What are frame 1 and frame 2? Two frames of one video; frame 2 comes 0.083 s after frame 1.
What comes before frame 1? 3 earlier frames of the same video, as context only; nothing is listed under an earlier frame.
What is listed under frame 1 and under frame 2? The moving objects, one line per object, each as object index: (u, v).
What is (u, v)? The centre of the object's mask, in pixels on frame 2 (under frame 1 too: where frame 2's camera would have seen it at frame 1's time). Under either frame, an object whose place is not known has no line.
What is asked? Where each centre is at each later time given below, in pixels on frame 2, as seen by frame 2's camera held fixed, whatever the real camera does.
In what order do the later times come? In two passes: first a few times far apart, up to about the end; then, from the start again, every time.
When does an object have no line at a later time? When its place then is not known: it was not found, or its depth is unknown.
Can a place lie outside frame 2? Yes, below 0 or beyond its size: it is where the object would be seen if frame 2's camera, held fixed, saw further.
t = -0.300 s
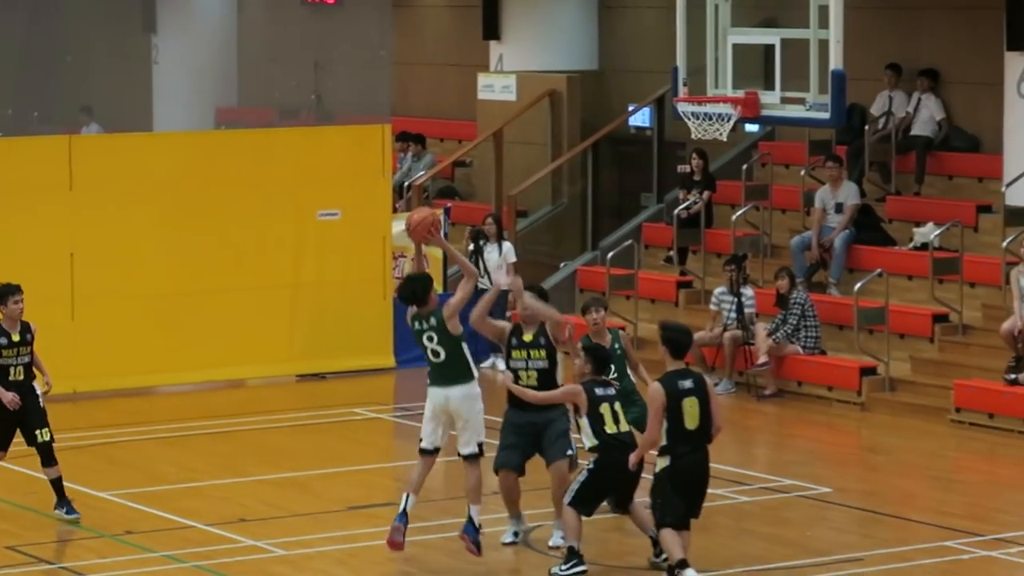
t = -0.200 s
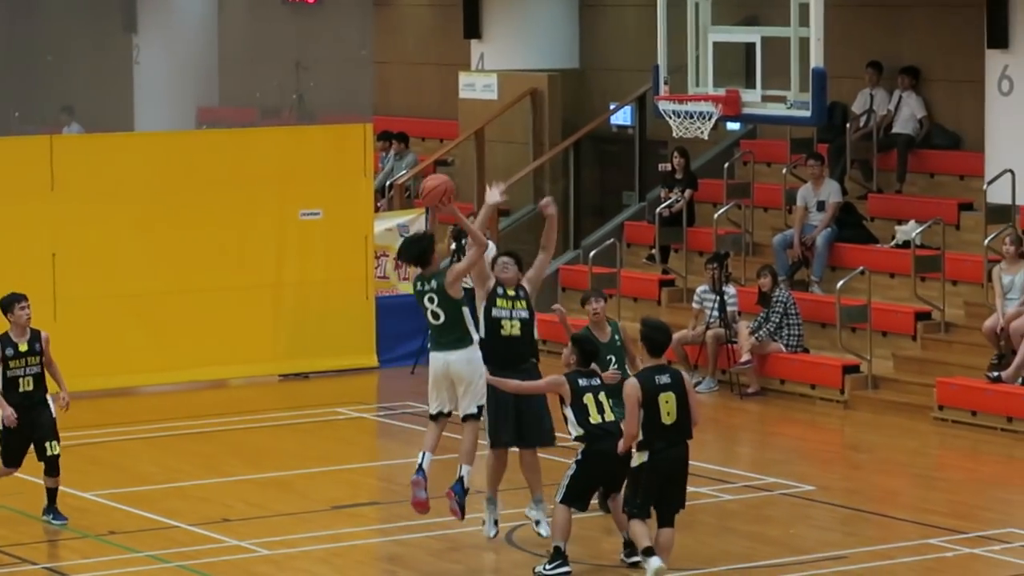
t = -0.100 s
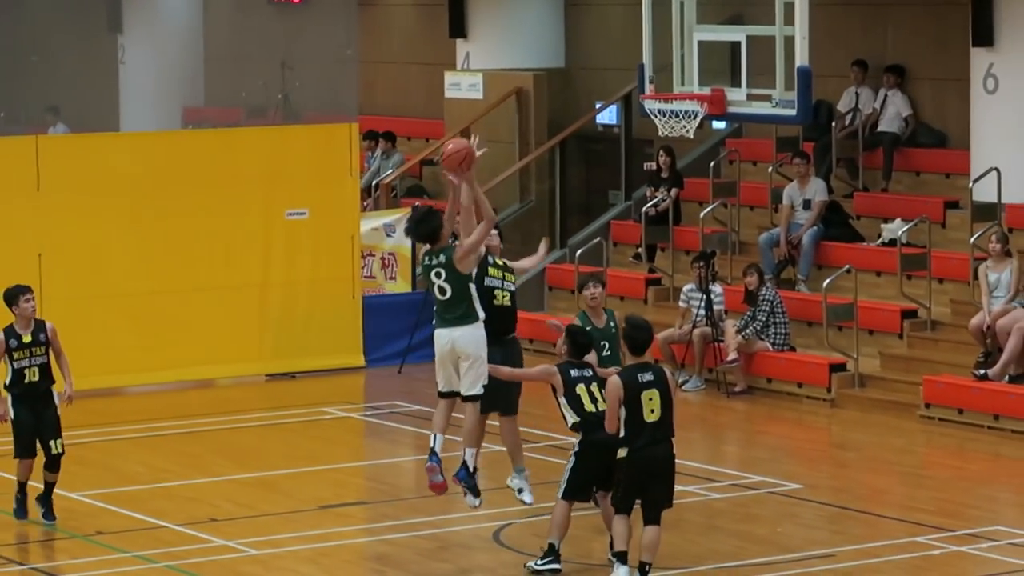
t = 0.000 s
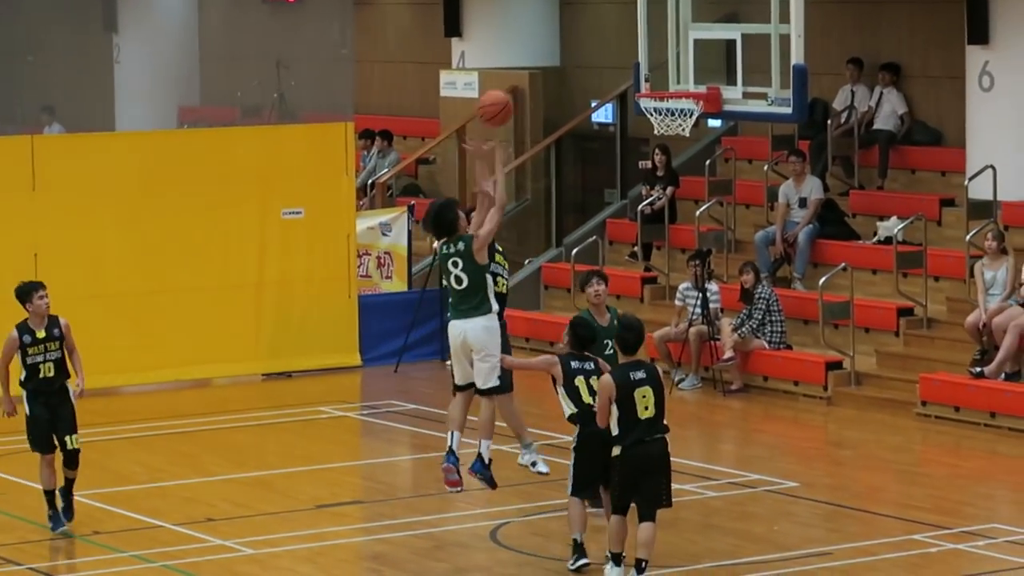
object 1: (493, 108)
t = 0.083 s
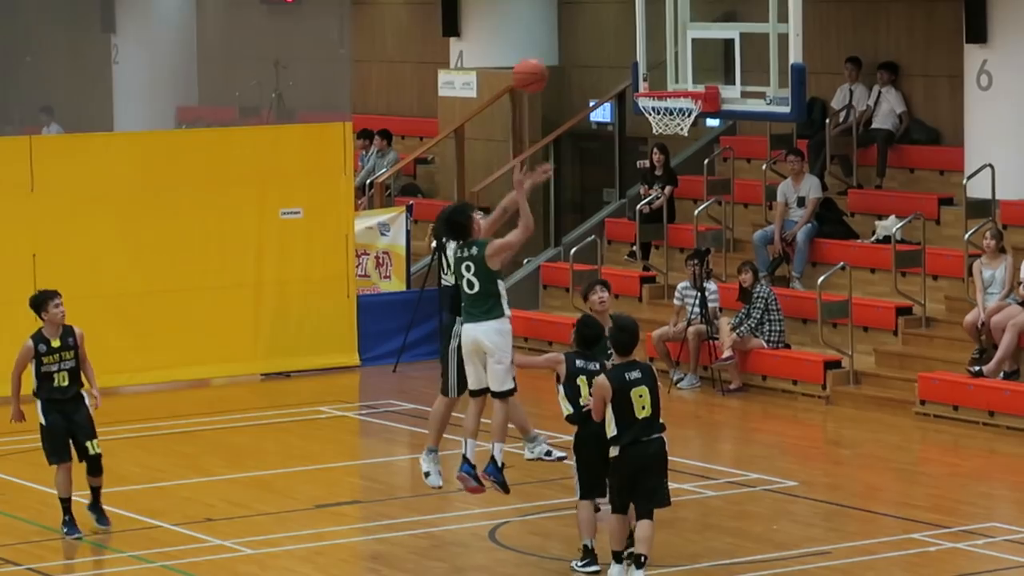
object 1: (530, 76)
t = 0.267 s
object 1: (608, 43)
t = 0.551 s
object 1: (661, 80)
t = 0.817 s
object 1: (680, 68)
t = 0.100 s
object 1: (537, 71)
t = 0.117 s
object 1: (544, 66)
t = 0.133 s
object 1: (551, 62)
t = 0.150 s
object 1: (559, 59)
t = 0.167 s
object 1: (566, 55)
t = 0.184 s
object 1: (573, 51)
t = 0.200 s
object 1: (580, 49)
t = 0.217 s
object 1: (587, 46)
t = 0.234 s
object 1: (594, 44)
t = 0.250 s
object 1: (601, 43)
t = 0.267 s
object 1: (608, 43)
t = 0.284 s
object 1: (615, 41)
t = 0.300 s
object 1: (622, 42)
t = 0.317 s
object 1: (629, 42)
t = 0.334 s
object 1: (636, 43)
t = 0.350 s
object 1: (643, 43)
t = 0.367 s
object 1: (650, 44)
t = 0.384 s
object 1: (657, 46)
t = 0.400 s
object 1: (663, 49)
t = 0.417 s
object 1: (670, 51)
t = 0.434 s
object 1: (677, 54)
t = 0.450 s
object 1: (684, 57)
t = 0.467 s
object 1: (691, 60)
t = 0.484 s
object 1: (686, 64)
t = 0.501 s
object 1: (680, 68)
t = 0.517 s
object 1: (673, 73)
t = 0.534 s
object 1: (666, 78)
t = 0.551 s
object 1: (661, 80)
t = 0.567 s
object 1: (657, 81)
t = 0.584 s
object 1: (653, 83)
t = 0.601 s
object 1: (651, 83)
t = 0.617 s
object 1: (651, 82)
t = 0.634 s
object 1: (652, 82)
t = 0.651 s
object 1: (653, 81)
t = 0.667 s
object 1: (656, 79)
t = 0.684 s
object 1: (659, 77)
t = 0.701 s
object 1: (661, 74)
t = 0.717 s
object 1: (663, 73)
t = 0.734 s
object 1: (666, 71)
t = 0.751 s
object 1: (669, 69)
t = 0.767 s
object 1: (672, 69)
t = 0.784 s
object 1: (675, 68)
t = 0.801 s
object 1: (677, 68)
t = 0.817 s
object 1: (680, 68)
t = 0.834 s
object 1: (683, 69)
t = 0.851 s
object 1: (686, 71)
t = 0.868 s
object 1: (689, 72)
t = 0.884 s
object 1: (692, 73)
